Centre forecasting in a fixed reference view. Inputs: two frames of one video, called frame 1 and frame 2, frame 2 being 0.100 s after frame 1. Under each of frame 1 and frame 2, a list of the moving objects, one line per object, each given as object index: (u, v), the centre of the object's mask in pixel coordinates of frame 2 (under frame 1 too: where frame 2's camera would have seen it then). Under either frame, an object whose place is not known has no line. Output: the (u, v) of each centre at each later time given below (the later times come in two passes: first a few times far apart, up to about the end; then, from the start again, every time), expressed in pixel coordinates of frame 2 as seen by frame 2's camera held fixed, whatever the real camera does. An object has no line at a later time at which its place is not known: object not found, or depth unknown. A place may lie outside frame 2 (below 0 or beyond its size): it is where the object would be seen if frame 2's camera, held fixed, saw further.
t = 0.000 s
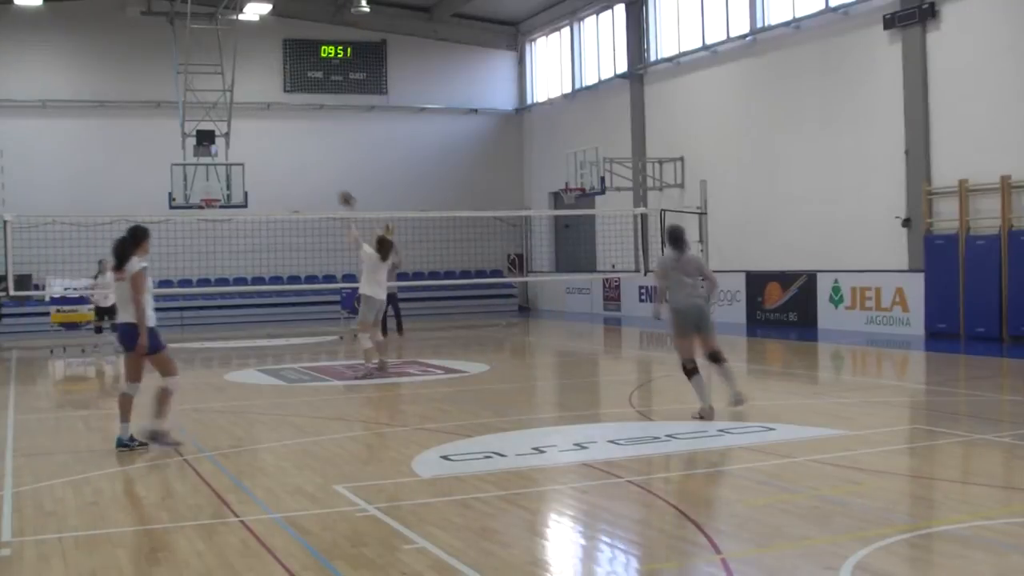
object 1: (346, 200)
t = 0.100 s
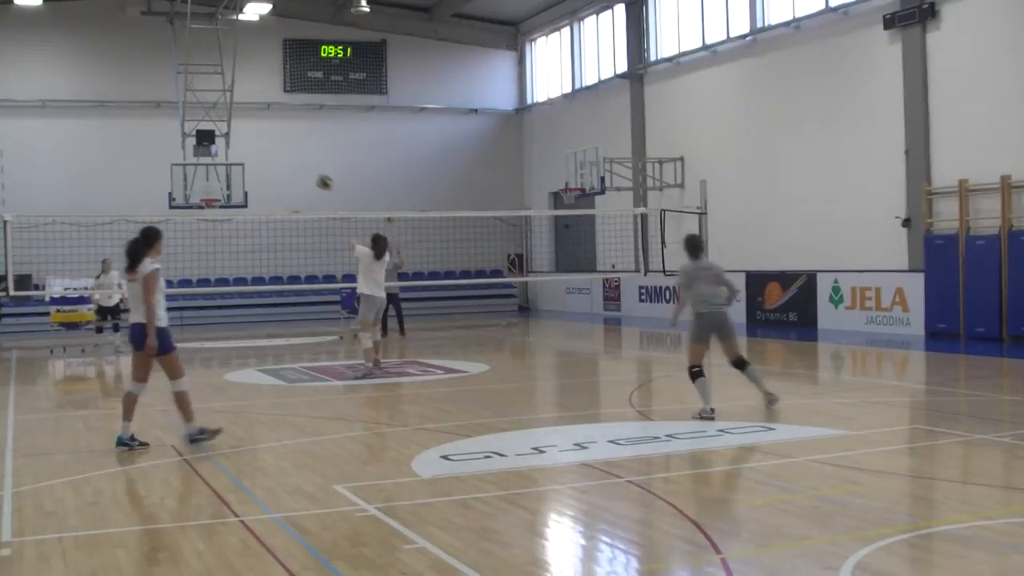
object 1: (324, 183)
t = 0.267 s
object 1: (292, 174)
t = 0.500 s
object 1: (254, 192)
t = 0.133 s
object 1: (317, 179)
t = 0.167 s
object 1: (309, 176)
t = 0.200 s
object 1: (304, 175)
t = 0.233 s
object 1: (298, 174)
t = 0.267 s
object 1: (292, 174)
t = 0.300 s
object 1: (286, 174)
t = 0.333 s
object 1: (279, 176)
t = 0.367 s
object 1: (272, 178)
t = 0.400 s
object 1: (268, 181)
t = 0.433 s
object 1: (263, 184)
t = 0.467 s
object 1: (258, 187)
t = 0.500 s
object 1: (254, 192)
